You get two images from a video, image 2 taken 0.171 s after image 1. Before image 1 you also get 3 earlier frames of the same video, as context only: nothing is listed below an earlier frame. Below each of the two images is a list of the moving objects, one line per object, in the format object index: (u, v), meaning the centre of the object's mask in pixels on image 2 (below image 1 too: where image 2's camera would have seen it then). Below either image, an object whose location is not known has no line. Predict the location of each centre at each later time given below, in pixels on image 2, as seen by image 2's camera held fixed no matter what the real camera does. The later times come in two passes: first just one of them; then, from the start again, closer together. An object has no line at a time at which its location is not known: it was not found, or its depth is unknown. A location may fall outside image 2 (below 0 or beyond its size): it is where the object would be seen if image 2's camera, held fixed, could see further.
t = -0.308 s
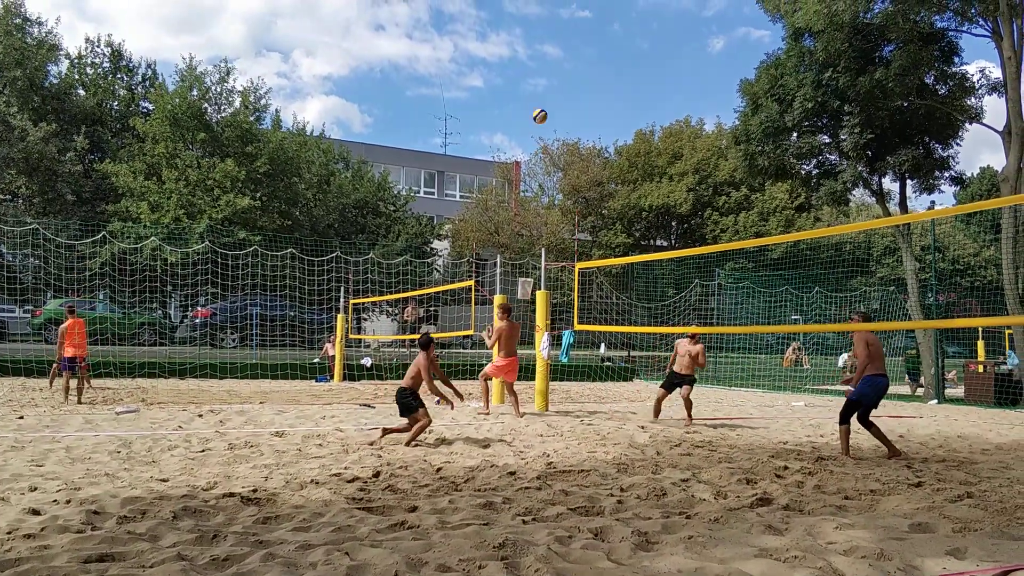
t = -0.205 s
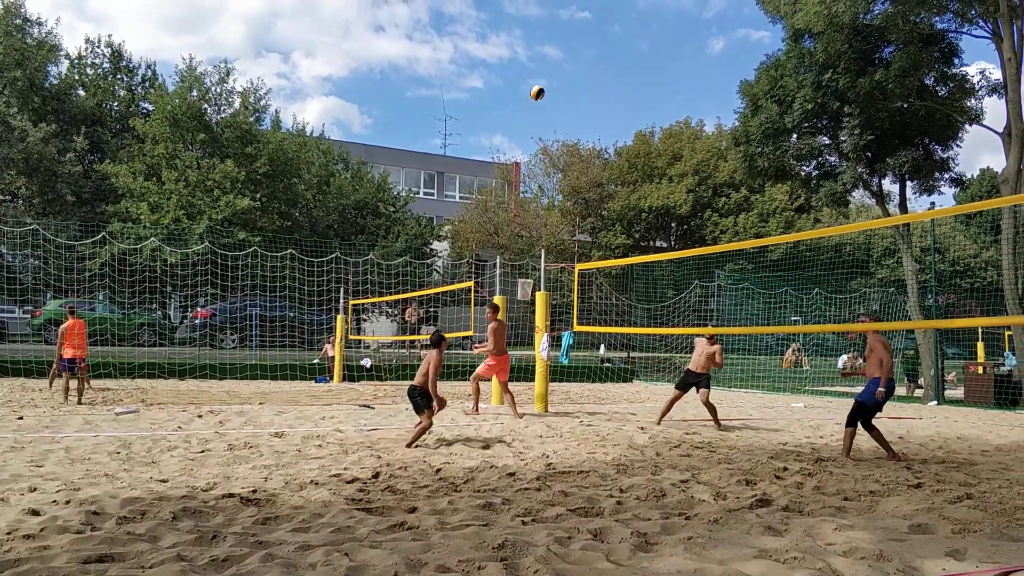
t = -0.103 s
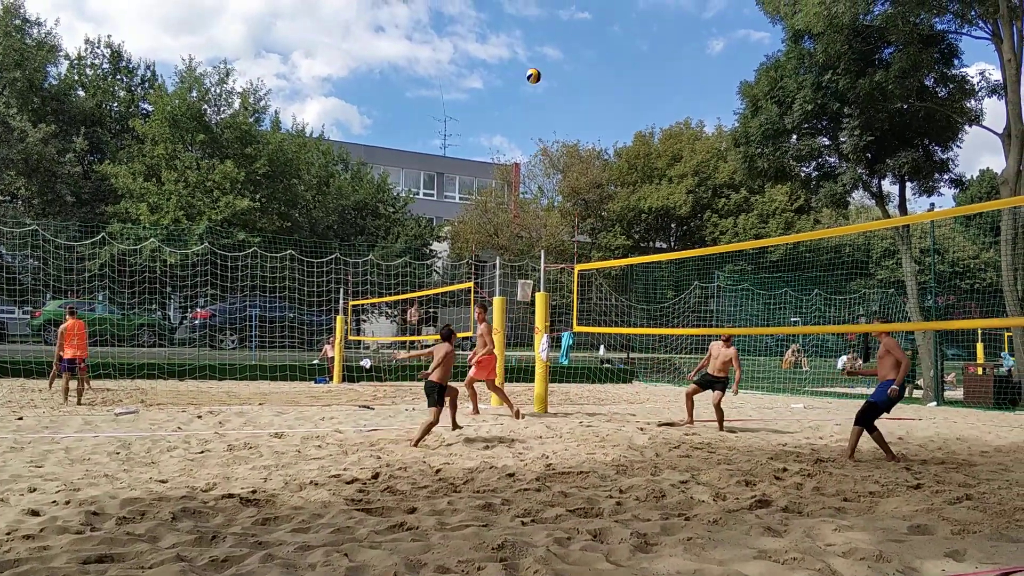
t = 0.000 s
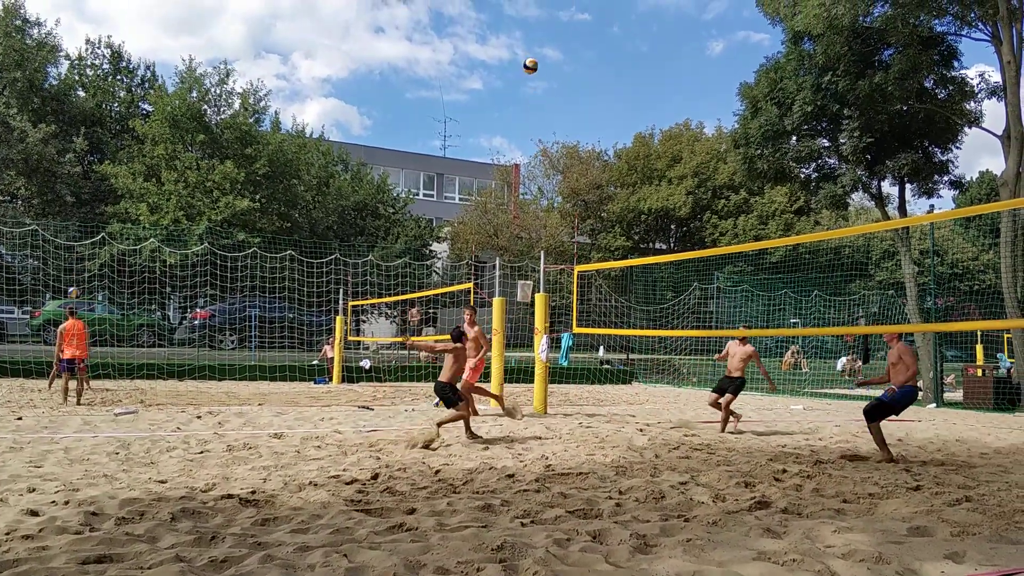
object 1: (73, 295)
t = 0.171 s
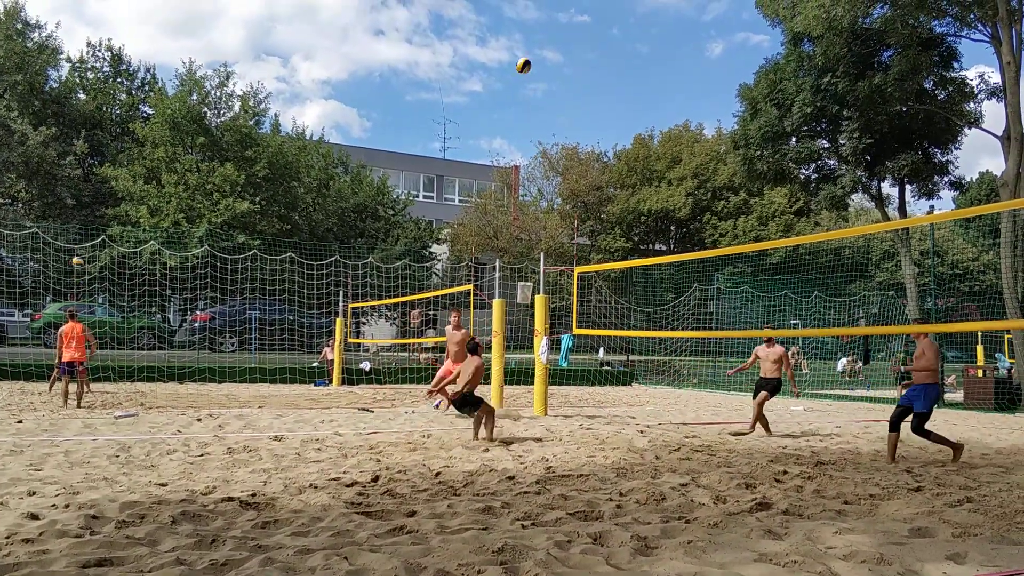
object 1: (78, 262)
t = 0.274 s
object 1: (77, 248)
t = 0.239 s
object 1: (78, 252)
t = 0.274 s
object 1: (77, 248)
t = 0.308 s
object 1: (79, 244)
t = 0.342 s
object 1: (80, 242)
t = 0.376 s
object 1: (81, 239)
